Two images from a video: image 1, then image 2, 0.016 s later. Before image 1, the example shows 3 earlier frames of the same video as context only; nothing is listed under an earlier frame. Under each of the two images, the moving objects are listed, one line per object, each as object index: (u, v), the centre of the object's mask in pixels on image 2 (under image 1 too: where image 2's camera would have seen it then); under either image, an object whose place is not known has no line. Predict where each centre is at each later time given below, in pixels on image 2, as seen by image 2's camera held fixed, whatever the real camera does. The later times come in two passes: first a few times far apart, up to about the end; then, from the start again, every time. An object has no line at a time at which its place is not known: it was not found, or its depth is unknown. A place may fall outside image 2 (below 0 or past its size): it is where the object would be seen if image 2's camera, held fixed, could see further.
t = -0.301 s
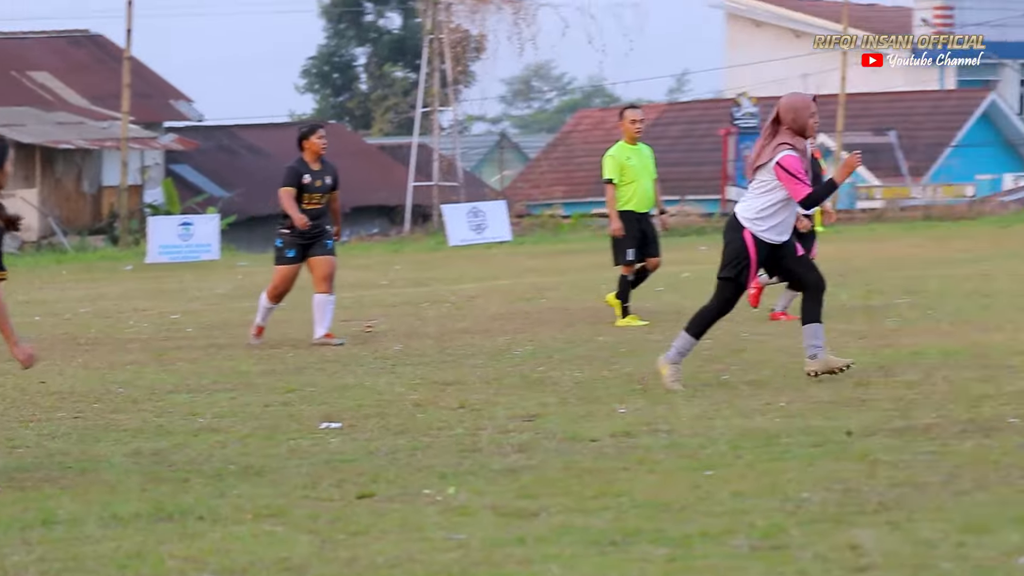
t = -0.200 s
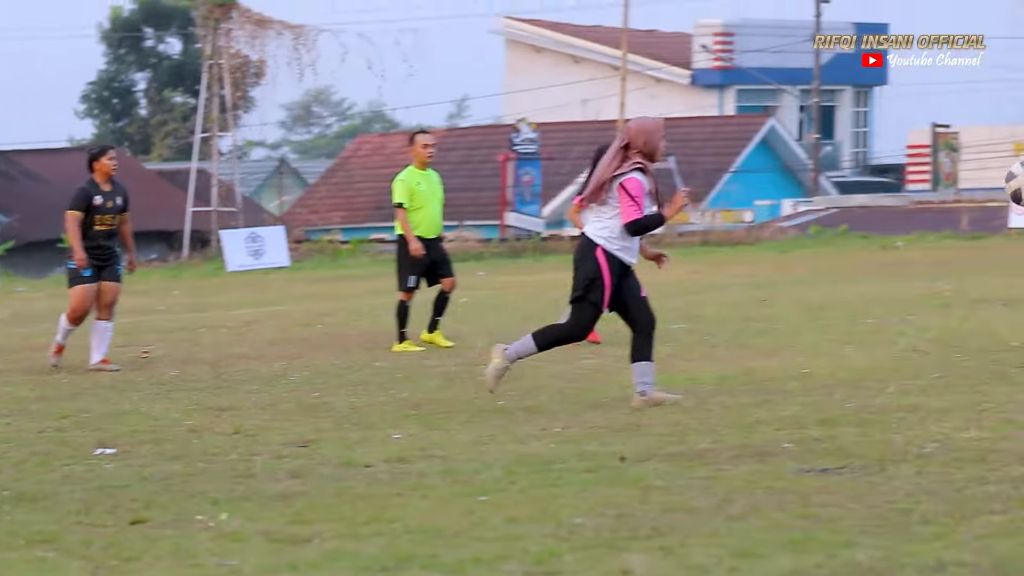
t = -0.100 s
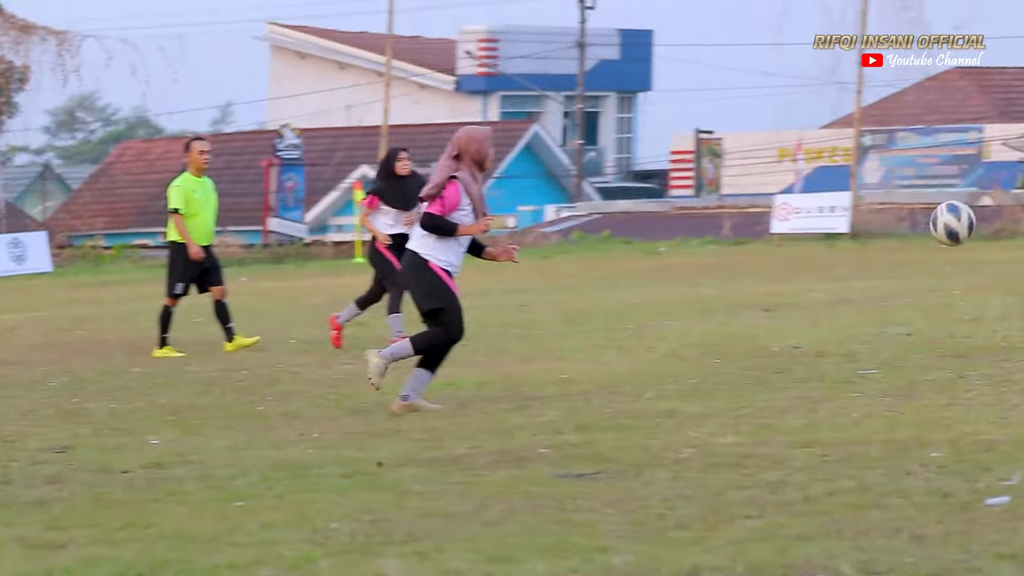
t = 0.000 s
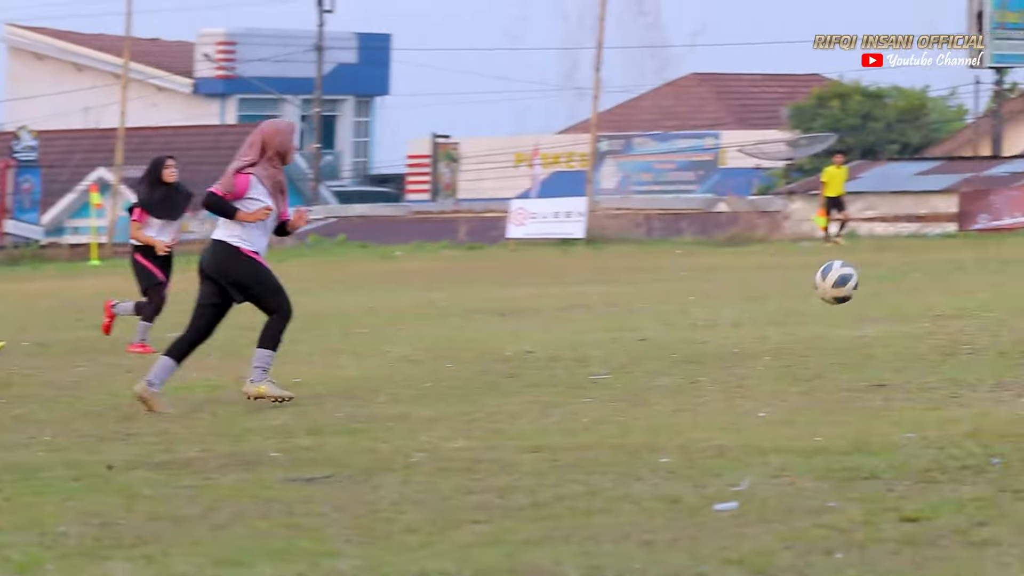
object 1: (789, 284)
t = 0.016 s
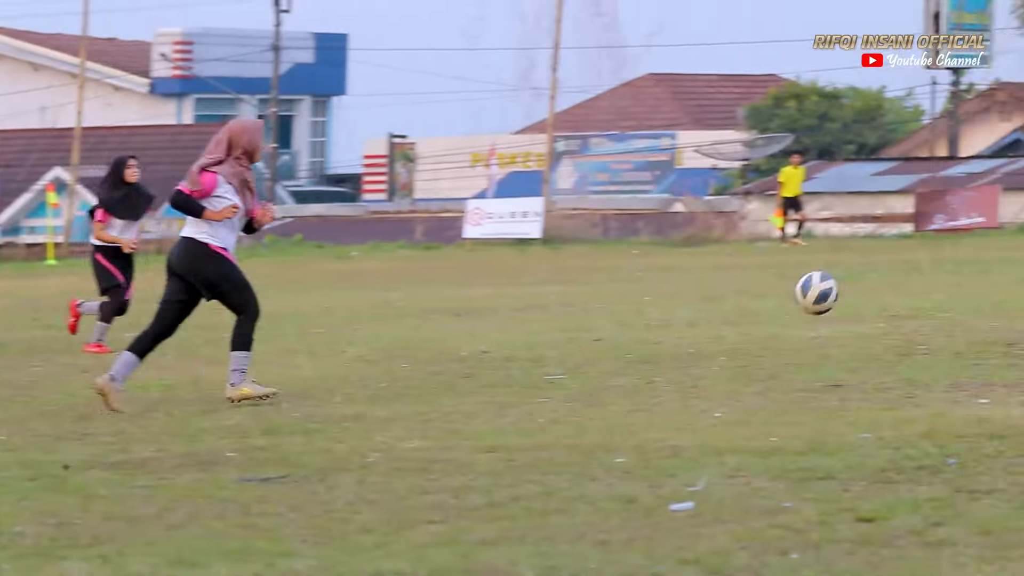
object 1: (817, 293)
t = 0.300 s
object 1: (1101, 247)
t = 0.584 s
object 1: (1295, 202)
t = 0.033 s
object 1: (842, 303)
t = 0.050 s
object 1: (868, 314)
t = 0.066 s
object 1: (893, 326)
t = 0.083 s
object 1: (919, 339)
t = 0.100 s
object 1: (945, 352)
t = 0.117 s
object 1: (969, 361)
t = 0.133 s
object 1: (981, 351)
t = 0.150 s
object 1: (994, 339)
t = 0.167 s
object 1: (1005, 326)
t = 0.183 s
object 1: (1018, 314)
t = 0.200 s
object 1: (1030, 302)
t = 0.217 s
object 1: (1042, 292)
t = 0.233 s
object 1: (1054, 282)
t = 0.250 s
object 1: (1065, 273)
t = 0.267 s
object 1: (1077, 264)
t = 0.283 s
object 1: (1089, 256)
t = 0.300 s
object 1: (1101, 247)
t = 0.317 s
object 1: (1112, 240)
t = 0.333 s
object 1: (1124, 233)
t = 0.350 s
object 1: (1136, 228)
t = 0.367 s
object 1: (1146, 222)
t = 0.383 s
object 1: (1158, 217)
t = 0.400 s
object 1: (1170, 213)
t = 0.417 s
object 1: (1181, 207)
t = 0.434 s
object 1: (1191, 203)
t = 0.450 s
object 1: (1202, 201)
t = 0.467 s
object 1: (1215, 199)
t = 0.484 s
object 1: (1226, 198)
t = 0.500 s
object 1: (1237, 196)
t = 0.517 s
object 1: (1248, 195)
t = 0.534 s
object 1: (1260, 195)
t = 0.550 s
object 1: (1272, 196)
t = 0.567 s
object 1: (1283, 198)
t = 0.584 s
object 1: (1295, 202)
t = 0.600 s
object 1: (1305, 205)
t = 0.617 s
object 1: (1317, 210)
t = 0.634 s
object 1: (1330, 214)
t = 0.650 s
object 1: (1342, 219)
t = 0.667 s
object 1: (1353, 225)
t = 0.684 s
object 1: (1366, 231)
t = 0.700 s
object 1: (1378, 240)
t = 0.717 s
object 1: (1390, 247)
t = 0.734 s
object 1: (1402, 257)
